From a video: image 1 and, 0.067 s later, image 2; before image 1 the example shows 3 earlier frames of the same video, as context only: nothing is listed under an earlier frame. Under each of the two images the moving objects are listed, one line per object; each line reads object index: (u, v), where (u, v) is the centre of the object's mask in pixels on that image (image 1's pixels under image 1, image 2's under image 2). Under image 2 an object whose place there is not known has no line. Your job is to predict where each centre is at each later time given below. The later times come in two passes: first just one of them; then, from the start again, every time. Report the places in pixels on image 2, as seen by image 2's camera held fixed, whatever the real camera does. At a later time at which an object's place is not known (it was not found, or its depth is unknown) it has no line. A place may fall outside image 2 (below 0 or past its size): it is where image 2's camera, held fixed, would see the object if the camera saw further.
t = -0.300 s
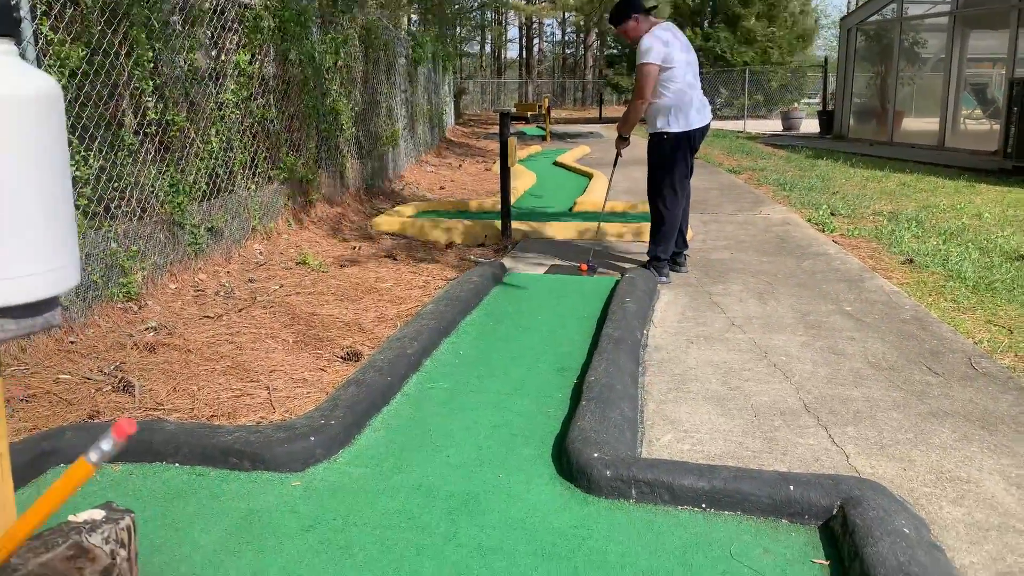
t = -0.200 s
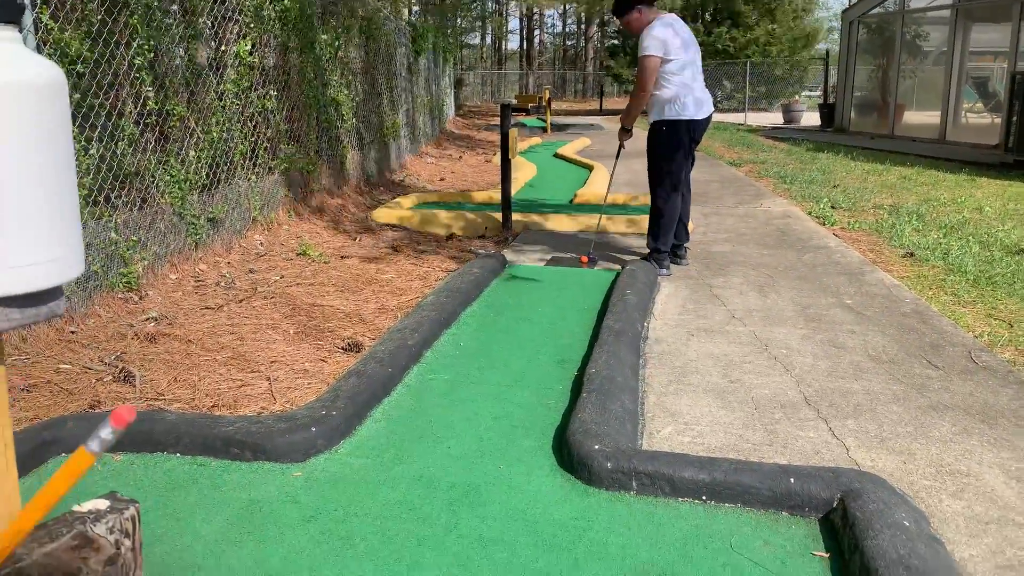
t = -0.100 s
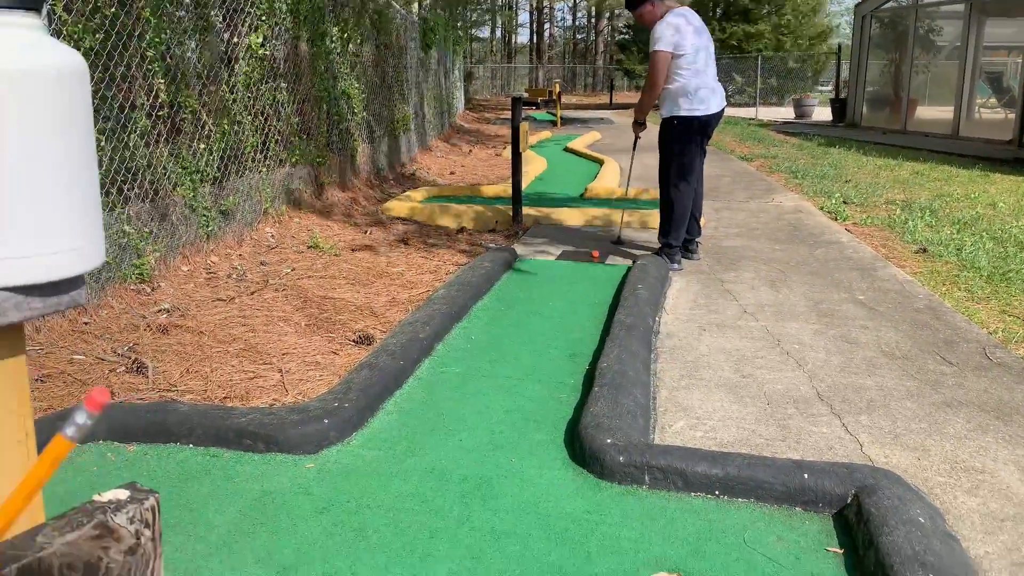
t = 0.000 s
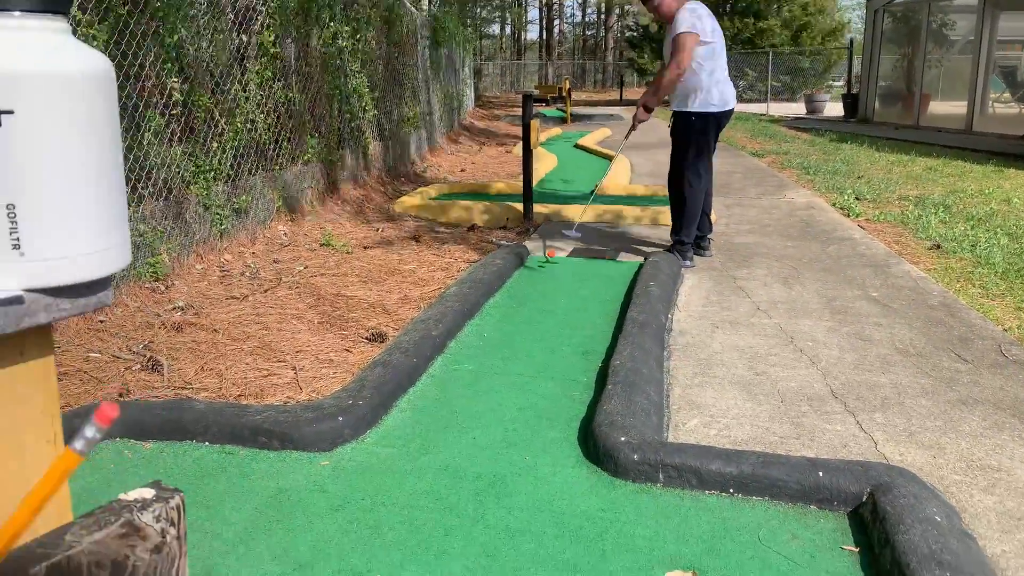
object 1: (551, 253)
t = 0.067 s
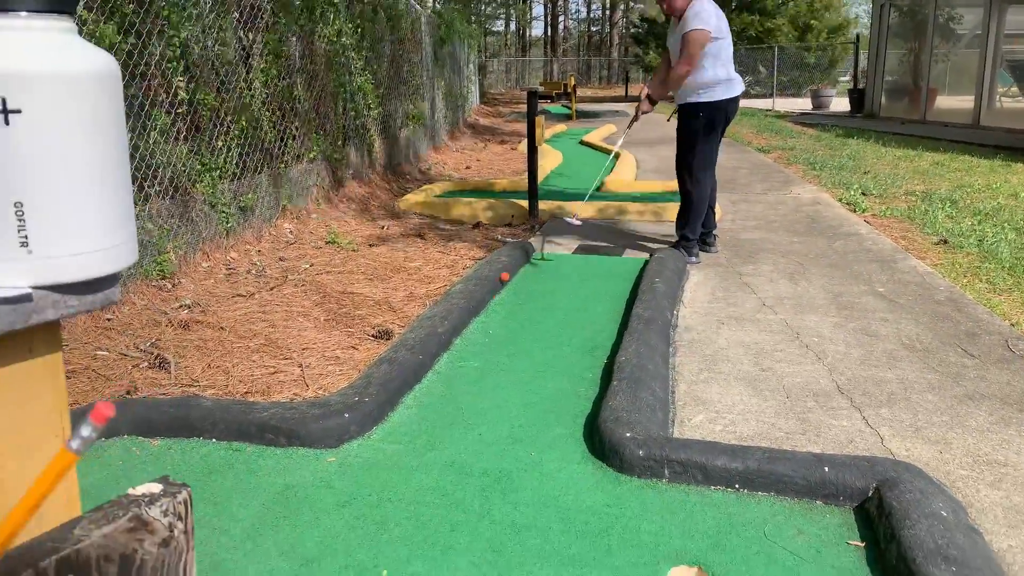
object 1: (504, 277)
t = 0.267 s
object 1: (469, 381)
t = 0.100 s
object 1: (496, 299)
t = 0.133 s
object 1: (491, 314)
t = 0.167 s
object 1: (488, 326)
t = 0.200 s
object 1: (481, 342)
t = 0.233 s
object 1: (475, 361)
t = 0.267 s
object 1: (469, 381)
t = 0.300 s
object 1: (461, 403)
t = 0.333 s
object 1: (455, 419)
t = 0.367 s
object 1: (446, 443)
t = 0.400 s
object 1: (433, 470)
